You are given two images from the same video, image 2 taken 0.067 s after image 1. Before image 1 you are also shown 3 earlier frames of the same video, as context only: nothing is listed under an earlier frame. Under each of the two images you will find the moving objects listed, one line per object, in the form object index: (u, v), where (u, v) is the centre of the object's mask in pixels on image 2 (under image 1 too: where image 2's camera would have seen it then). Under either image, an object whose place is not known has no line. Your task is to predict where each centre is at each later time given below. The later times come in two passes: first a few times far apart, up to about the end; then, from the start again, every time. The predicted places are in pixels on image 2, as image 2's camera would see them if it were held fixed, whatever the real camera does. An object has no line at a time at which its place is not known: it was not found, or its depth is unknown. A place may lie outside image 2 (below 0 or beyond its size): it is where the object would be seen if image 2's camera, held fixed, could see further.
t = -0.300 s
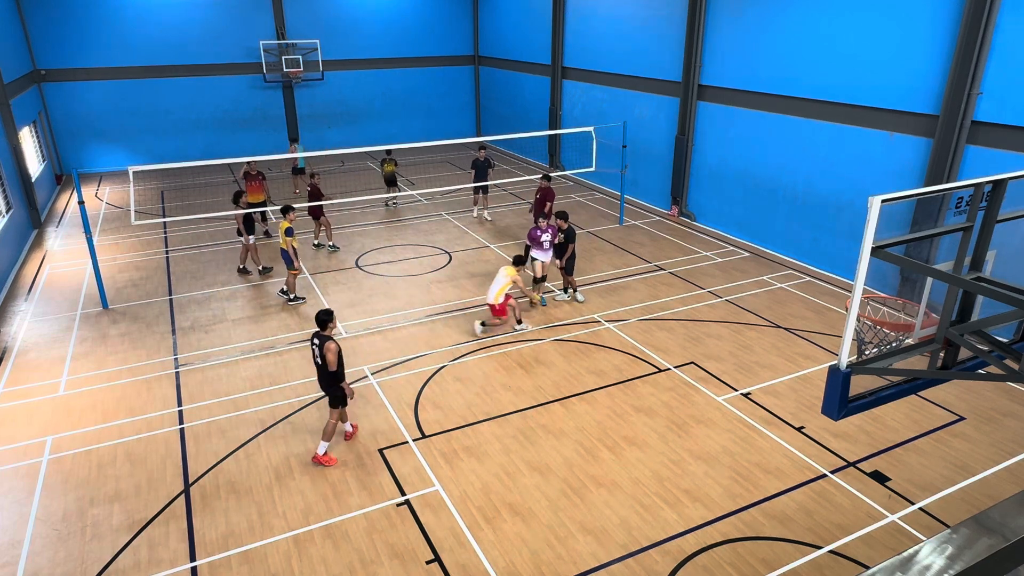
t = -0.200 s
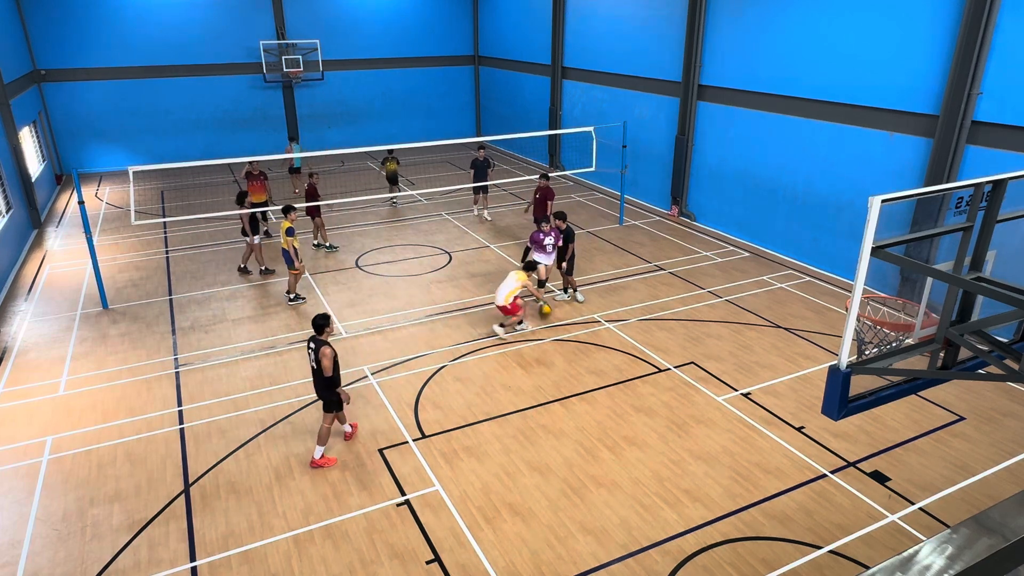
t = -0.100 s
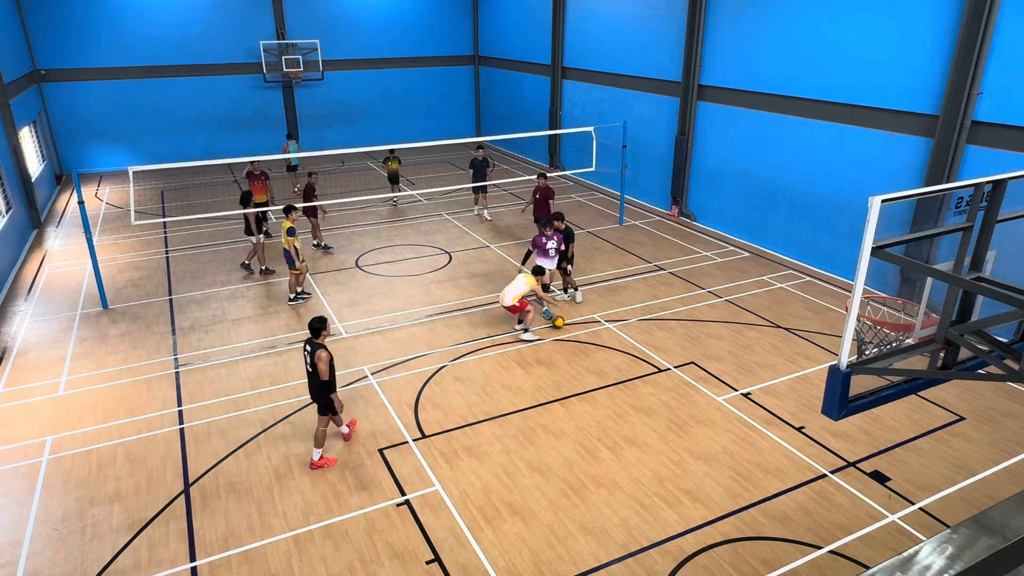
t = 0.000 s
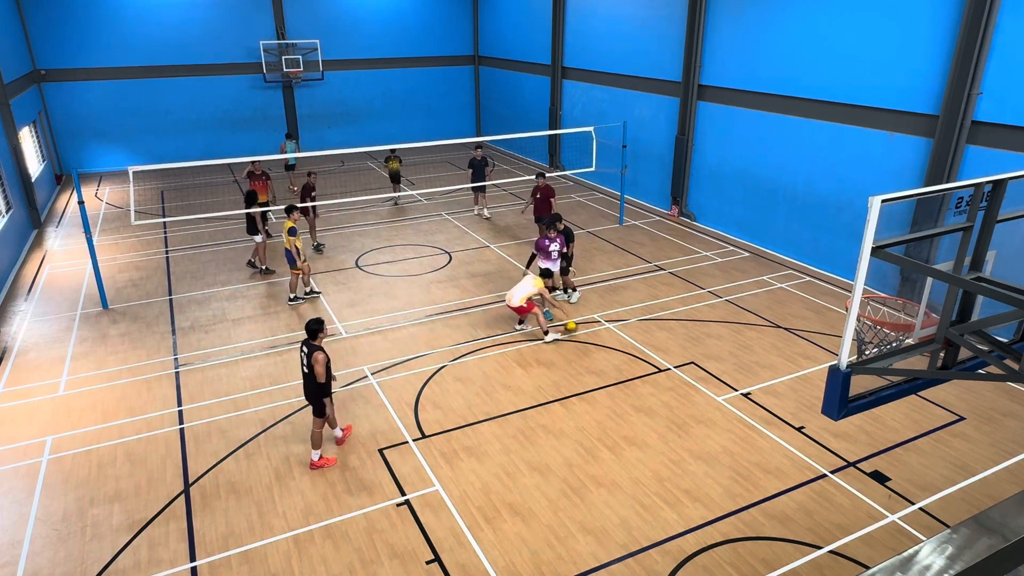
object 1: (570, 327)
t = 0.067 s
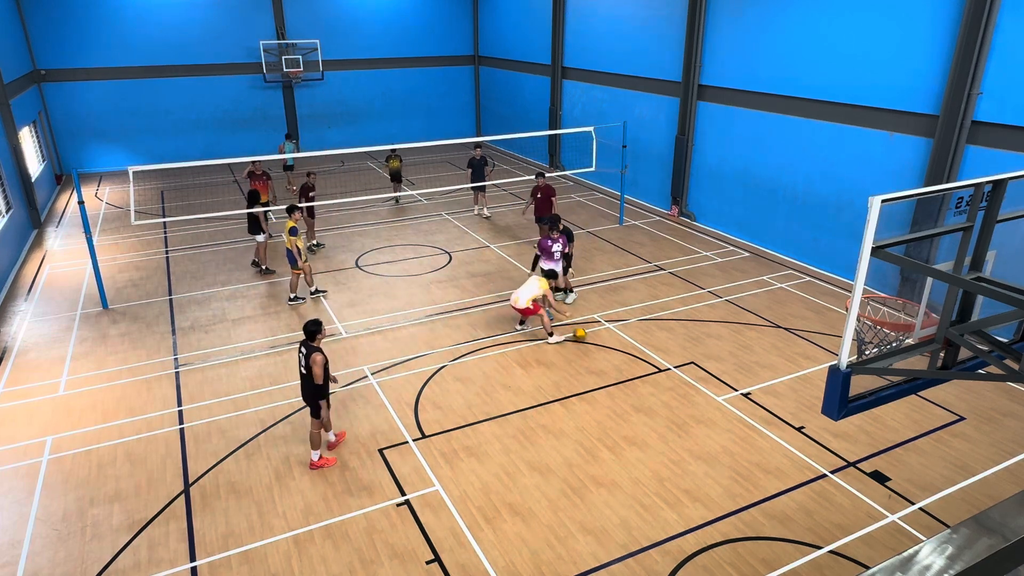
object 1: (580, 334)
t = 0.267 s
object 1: (607, 353)
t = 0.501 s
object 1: (642, 377)
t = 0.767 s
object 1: (688, 406)
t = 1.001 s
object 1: (733, 435)
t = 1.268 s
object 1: (791, 473)
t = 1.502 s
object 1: (848, 510)
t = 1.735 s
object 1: (908, 545)
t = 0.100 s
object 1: (584, 339)
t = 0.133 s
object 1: (588, 341)
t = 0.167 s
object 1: (593, 343)
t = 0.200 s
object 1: (597, 346)
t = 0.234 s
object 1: (602, 350)
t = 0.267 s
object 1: (607, 353)
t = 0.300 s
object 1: (611, 357)
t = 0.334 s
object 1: (617, 360)
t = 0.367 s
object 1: (621, 363)
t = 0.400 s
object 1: (627, 367)
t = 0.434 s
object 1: (632, 370)
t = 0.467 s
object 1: (637, 373)
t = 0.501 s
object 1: (642, 377)
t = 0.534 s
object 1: (648, 381)
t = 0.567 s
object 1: (653, 384)
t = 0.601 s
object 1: (659, 388)
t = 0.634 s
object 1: (664, 391)
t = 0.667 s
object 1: (670, 395)
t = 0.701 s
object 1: (676, 398)
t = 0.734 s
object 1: (682, 402)
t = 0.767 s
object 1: (688, 406)
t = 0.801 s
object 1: (695, 410)
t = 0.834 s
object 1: (700, 414)
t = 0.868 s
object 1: (707, 419)
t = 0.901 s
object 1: (713, 423)
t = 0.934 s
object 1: (720, 428)
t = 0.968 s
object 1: (726, 431)
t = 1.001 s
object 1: (733, 435)
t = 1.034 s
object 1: (740, 440)
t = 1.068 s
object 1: (747, 444)
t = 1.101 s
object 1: (754, 448)
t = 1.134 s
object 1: (761, 454)
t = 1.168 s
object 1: (768, 458)
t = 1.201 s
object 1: (776, 463)
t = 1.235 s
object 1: (783, 468)
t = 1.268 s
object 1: (791, 473)
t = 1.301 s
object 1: (799, 478)
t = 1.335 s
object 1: (806, 483)
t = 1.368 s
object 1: (815, 488)
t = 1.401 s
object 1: (822, 494)
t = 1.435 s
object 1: (831, 498)
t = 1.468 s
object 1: (840, 503)
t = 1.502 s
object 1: (848, 510)
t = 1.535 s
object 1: (857, 516)
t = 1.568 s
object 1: (866, 521)
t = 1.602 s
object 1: (875, 528)
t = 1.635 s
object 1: (884, 533)
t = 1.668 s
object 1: (893, 539)
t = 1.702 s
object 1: (902, 543)
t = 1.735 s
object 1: (908, 545)
